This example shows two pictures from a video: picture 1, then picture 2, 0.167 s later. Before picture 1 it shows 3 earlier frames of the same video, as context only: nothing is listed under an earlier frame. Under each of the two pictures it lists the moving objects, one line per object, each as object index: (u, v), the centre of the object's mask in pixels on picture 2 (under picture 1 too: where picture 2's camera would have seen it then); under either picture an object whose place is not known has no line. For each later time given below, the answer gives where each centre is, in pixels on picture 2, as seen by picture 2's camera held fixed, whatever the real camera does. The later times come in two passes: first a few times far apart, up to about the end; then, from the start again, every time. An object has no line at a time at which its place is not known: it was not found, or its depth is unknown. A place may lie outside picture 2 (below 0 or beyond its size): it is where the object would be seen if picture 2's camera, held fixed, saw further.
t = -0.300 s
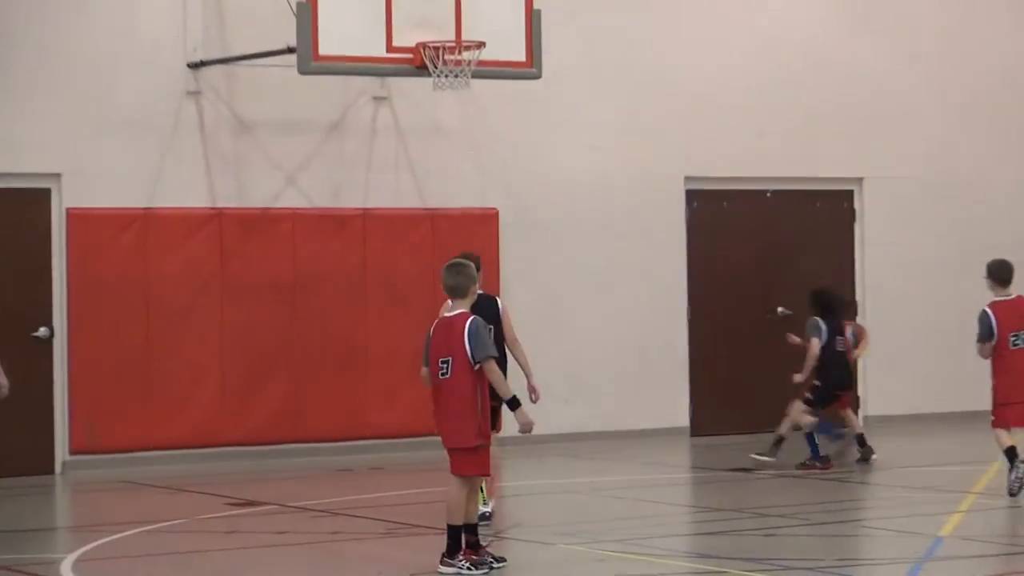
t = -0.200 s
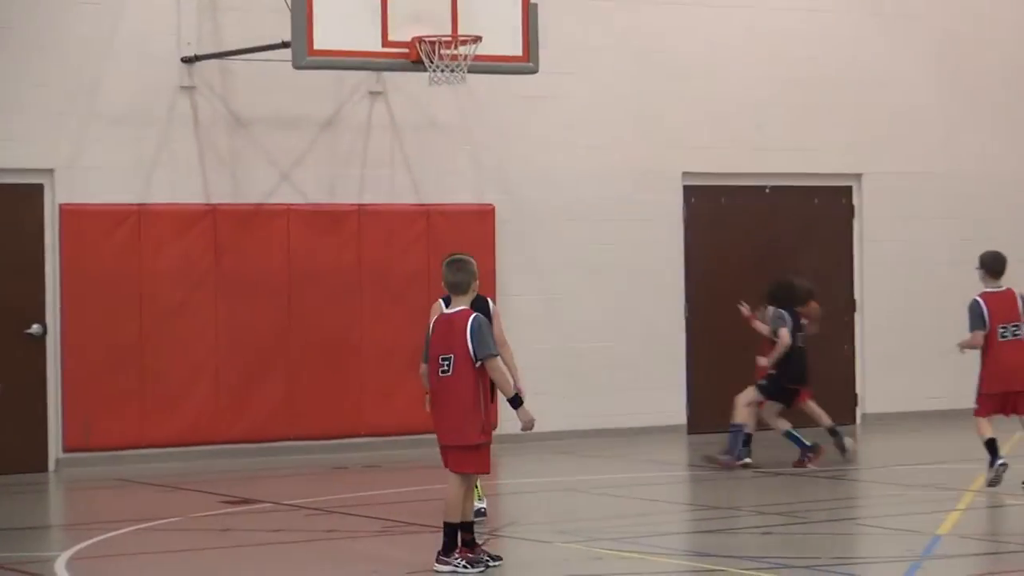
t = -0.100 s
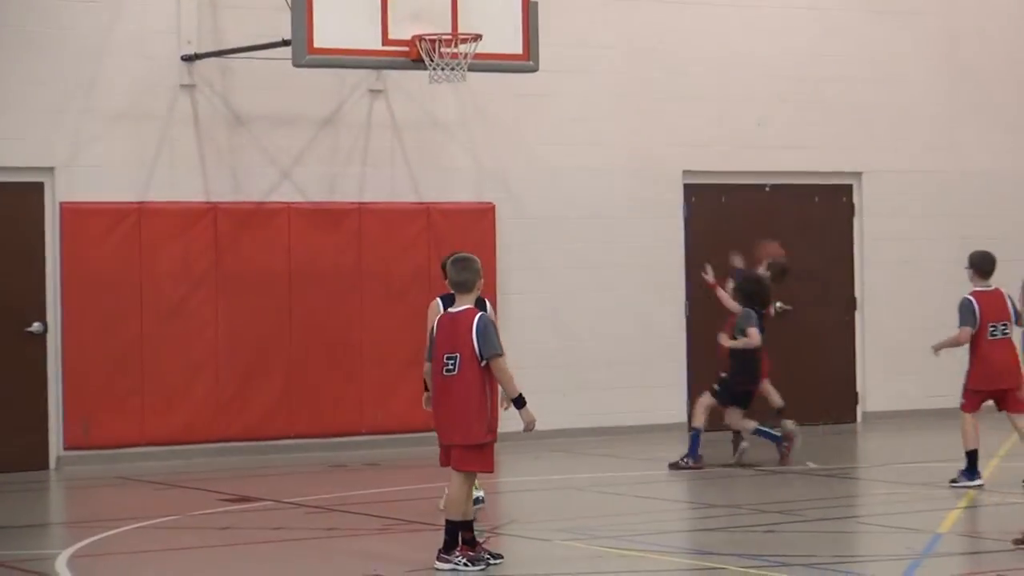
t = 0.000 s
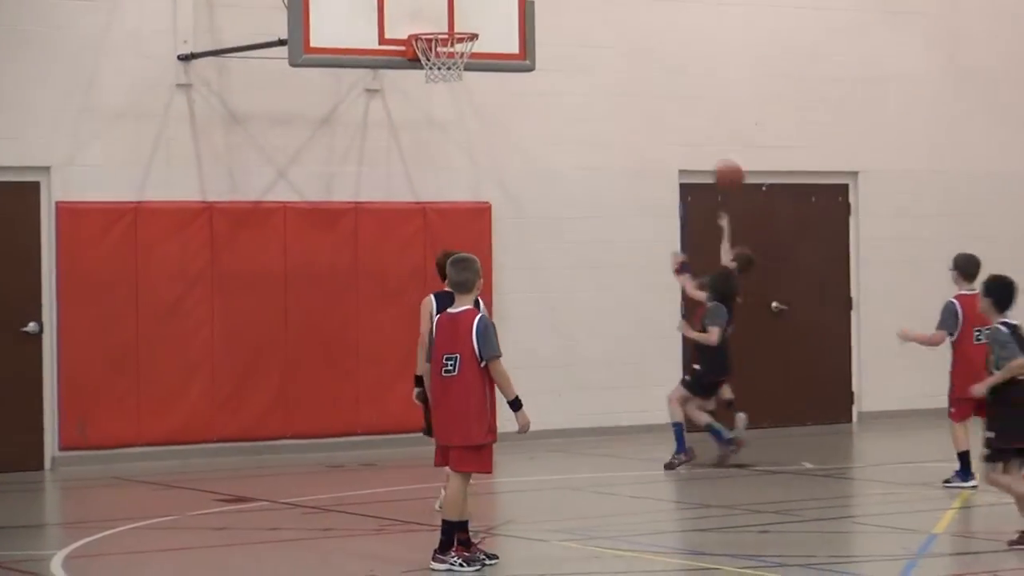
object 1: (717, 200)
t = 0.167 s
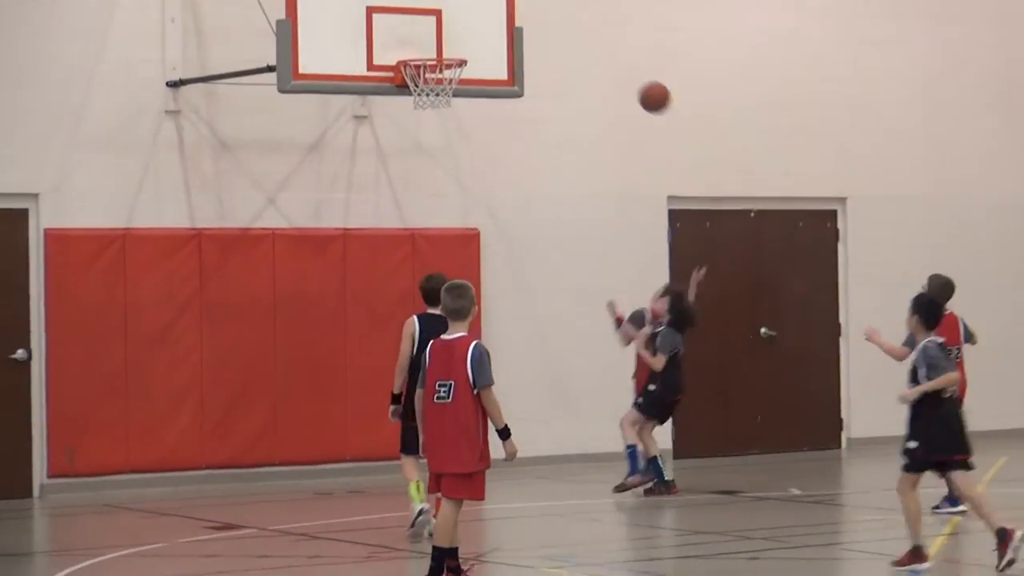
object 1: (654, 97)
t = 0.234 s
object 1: (629, 64)
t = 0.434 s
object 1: (553, 3)
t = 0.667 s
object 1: (466, 1)
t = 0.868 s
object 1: (393, 49)
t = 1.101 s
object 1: (377, 63)
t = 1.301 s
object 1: (364, 136)
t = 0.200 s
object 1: (641, 80)
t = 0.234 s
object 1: (629, 64)
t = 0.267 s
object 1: (616, 50)
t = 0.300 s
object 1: (604, 37)
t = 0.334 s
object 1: (591, 26)
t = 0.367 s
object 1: (578, 16)
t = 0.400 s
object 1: (566, 8)
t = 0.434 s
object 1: (553, 3)
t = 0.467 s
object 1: (541, 0)
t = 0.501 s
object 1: (529, -2)
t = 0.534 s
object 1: (516, -3)
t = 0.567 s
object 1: (504, -3)
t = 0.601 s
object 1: (491, -2)
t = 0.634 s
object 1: (479, -1)
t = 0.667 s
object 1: (466, 1)
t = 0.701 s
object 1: (454, 4)
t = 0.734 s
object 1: (442, 9)
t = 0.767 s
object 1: (429, 18)
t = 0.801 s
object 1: (416, 29)
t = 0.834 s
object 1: (404, 40)
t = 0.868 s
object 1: (393, 49)
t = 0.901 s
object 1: (388, 46)
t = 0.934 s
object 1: (387, 45)
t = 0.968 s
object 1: (386, 46)
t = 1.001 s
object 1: (384, 48)
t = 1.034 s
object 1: (381, 51)
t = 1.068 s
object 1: (379, 56)
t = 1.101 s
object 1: (377, 63)
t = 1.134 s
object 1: (375, 71)
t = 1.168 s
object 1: (373, 80)
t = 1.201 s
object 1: (372, 92)
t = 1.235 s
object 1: (368, 106)
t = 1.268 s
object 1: (366, 120)
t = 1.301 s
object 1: (364, 136)
